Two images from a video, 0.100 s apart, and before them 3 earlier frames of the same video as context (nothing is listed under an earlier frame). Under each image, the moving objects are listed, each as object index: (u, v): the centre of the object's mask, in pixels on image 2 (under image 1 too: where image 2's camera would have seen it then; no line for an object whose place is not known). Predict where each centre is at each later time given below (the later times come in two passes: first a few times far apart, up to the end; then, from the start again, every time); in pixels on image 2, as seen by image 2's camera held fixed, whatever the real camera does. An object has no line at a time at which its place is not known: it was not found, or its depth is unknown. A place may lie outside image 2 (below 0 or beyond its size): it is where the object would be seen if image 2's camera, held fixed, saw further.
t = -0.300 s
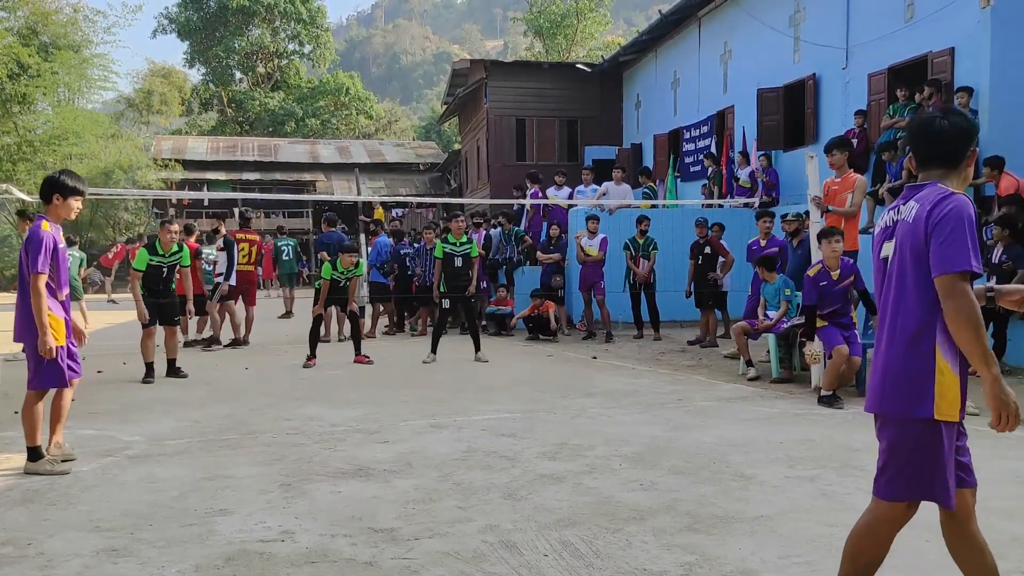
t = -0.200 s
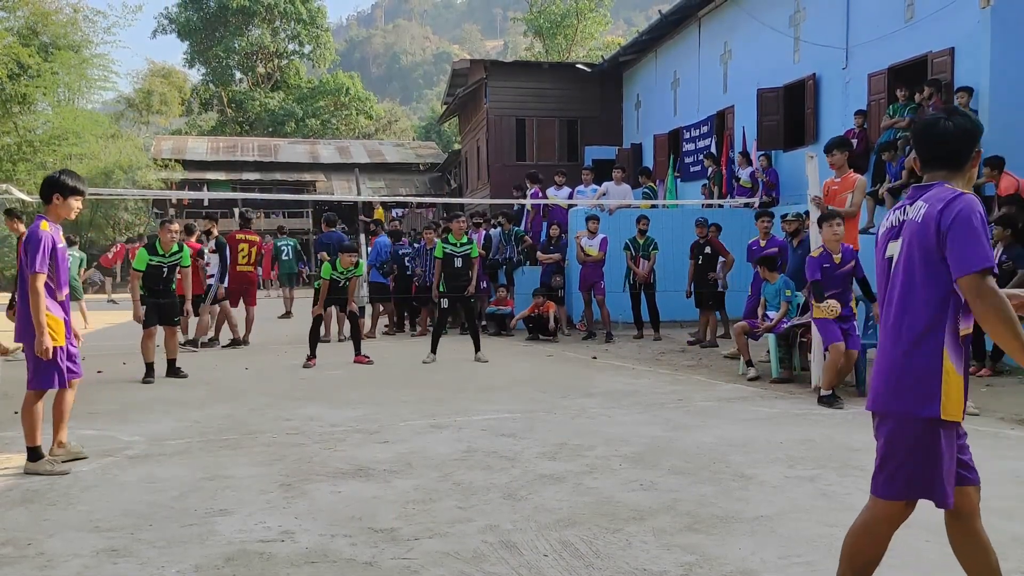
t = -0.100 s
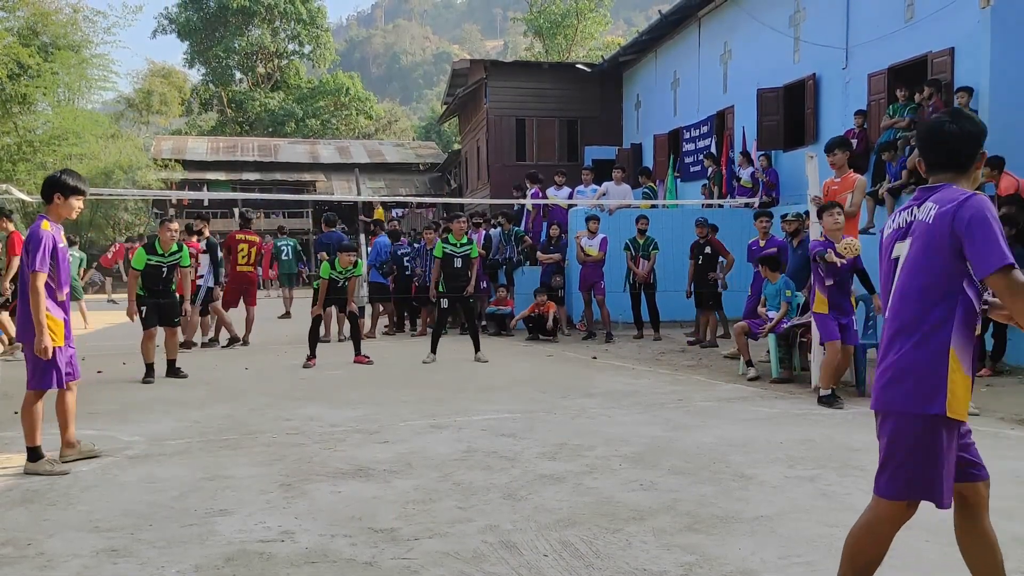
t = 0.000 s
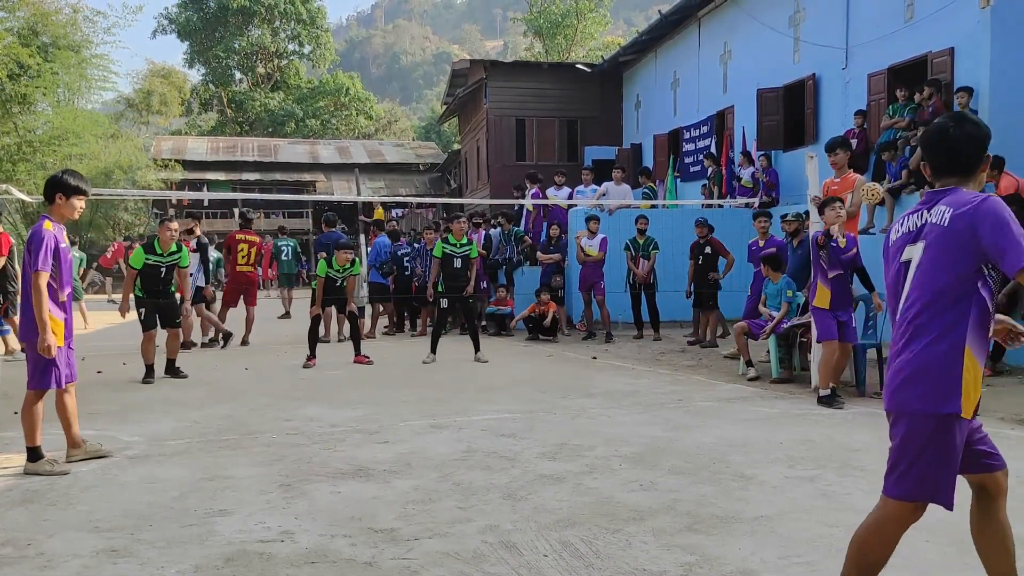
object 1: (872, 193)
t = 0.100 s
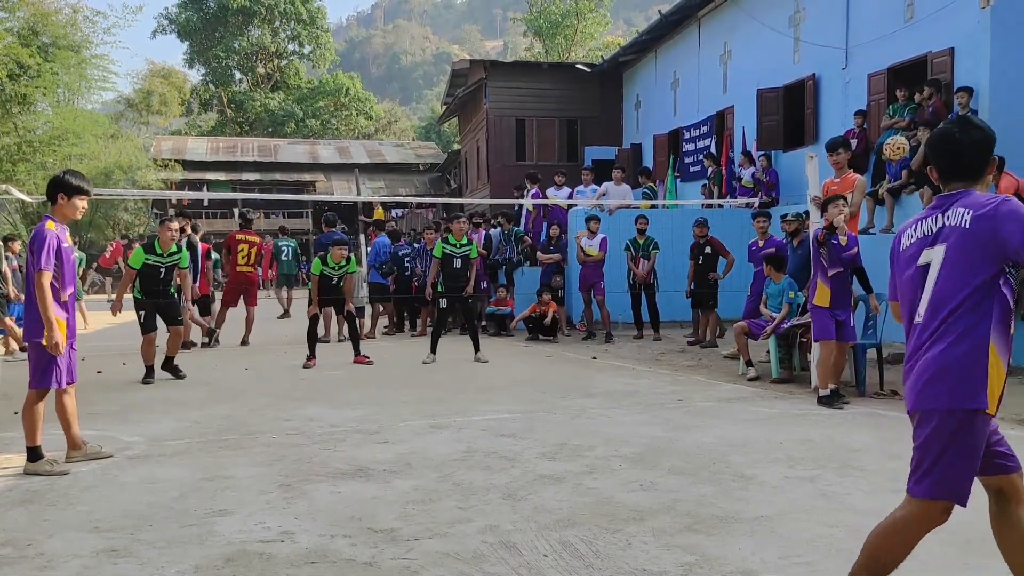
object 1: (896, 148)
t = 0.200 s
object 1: (924, 113)
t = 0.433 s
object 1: (1009, 95)
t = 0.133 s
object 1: (906, 135)
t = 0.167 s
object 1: (914, 123)
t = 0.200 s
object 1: (924, 113)
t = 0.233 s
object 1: (935, 104)
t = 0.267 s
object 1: (945, 98)
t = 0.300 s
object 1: (958, 93)
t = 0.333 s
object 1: (969, 90)
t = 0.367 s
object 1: (982, 89)
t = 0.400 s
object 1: (996, 90)
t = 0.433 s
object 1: (1009, 95)
